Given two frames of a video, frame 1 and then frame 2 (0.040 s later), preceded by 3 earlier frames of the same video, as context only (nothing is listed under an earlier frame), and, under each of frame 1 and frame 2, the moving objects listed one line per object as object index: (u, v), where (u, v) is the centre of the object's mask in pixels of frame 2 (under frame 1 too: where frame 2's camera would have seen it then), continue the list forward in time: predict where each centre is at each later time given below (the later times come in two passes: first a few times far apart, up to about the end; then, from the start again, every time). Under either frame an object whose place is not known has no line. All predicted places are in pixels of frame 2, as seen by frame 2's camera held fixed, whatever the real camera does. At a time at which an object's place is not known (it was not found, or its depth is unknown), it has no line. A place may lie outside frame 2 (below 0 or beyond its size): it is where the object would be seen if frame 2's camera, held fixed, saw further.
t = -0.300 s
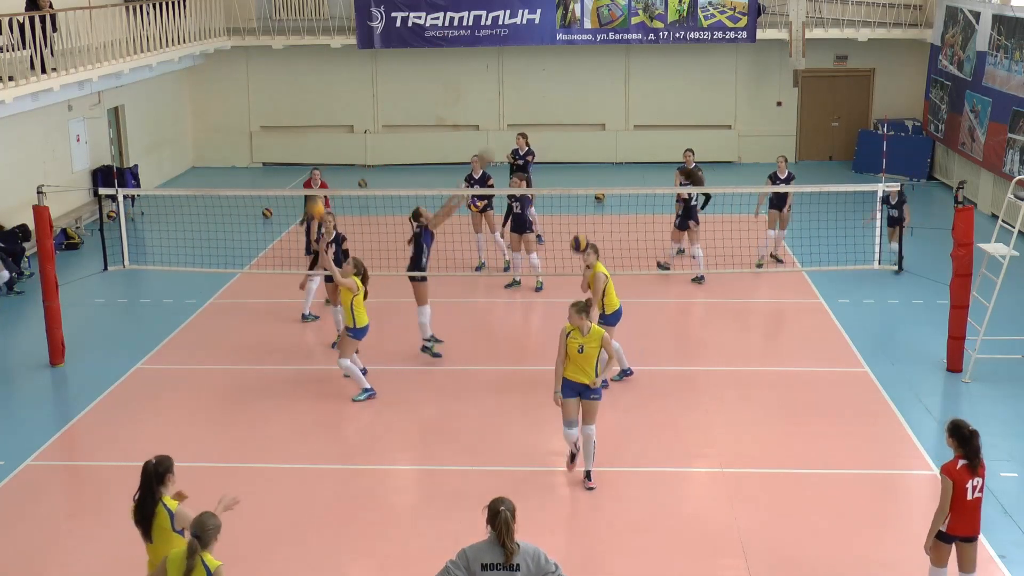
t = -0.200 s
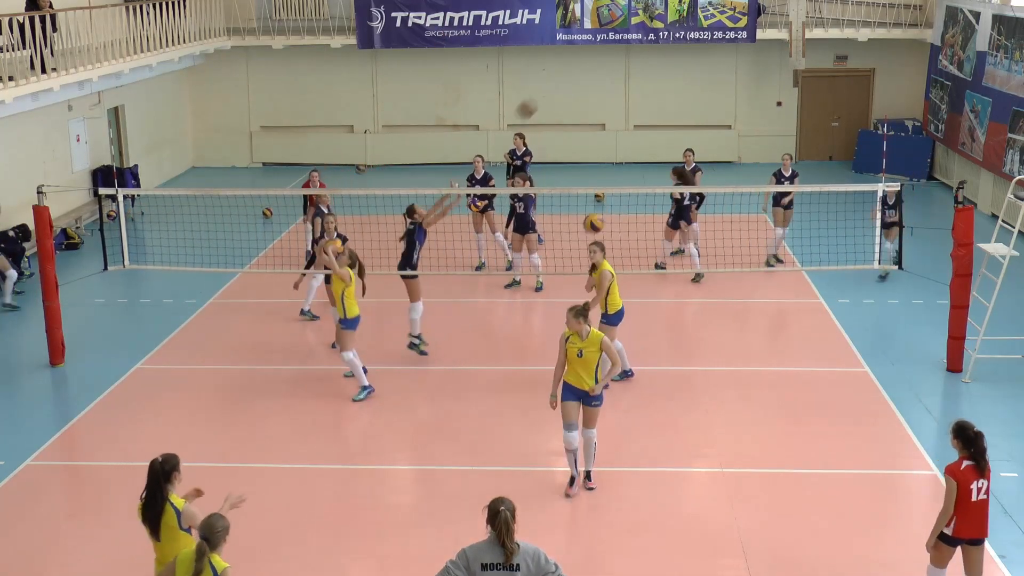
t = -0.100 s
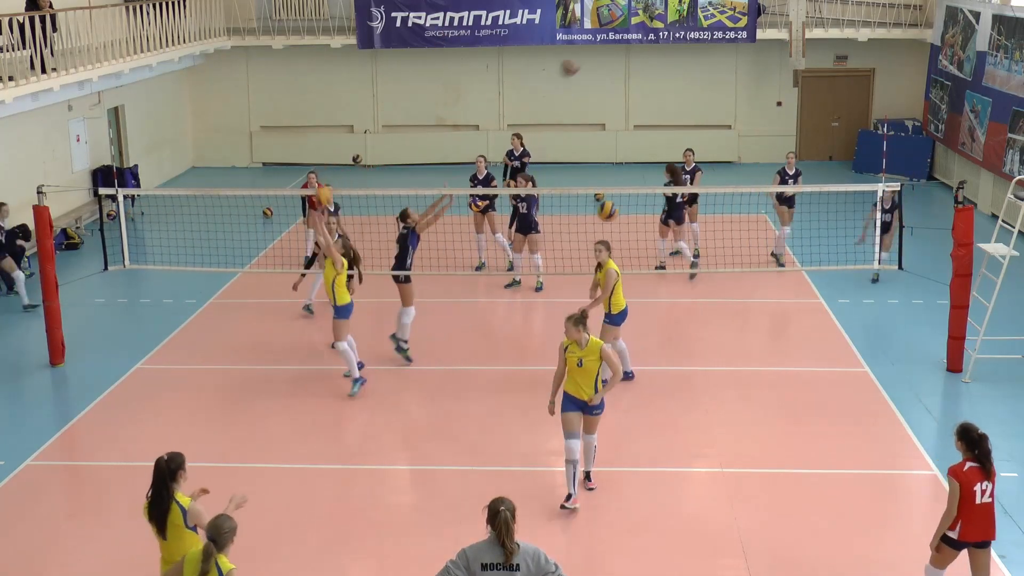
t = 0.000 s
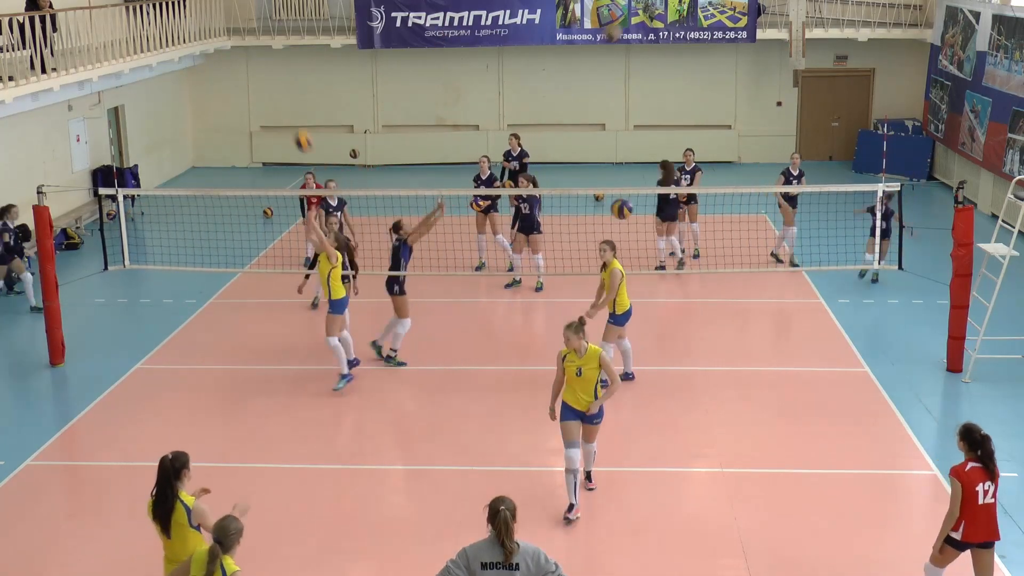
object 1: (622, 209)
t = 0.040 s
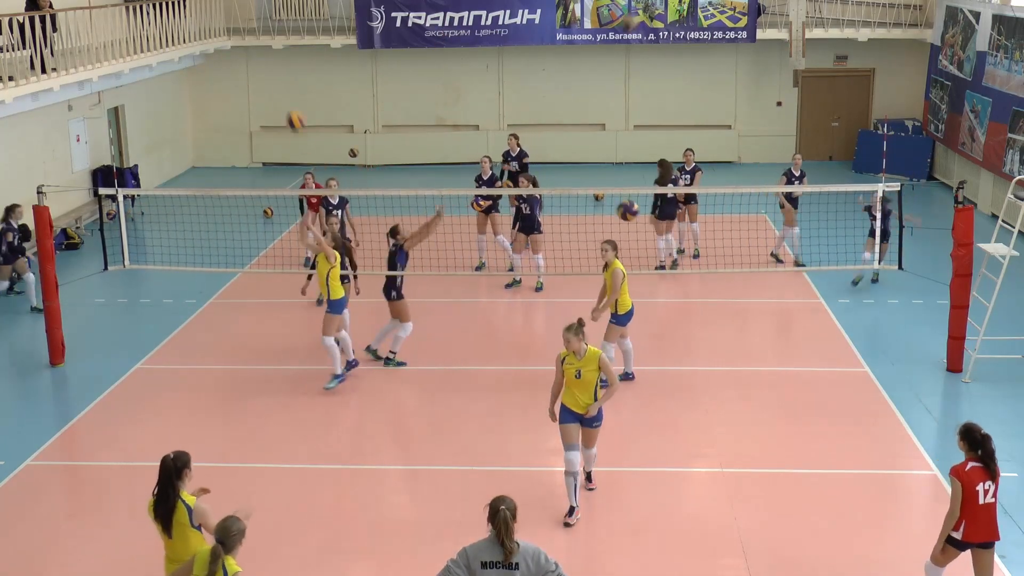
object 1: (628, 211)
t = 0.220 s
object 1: (654, 237)
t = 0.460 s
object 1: (689, 332)
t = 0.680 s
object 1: (722, 476)
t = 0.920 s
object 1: (743, 457)
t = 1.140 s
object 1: (758, 423)
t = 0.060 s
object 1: (630, 212)
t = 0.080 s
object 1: (633, 214)
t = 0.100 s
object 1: (636, 216)
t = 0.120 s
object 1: (639, 219)
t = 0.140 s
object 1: (642, 221)
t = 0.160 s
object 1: (645, 225)
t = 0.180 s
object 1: (648, 229)
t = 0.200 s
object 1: (651, 233)
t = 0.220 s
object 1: (654, 237)
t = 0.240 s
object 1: (657, 243)
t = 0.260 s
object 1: (660, 249)
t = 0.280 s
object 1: (663, 255)
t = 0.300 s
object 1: (665, 262)
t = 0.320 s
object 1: (668, 268)
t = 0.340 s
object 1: (671, 277)
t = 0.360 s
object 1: (675, 286)
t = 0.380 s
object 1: (678, 294)
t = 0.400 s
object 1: (680, 302)
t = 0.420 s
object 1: (683, 312)
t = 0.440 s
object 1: (686, 322)
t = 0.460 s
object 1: (689, 332)
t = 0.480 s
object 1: (693, 343)
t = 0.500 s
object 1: (695, 355)
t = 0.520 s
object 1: (698, 366)
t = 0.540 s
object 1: (701, 378)
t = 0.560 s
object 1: (704, 391)
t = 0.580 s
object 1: (707, 405)
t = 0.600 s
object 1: (710, 417)
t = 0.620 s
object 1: (713, 431)
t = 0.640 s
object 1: (716, 445)
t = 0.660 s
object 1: (718, 458)
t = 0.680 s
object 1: (722, 476)
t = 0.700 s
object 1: (724, 489)
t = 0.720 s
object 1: (726, 504)
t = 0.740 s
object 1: (729, 518)
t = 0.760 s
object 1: (731, 511)
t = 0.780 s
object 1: (732, 503)
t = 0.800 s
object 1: (734, 496)
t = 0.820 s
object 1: (736, 488)
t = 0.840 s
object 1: (738, 481)
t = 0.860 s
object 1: (739, 474)
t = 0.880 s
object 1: (740, 468)
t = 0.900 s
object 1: (742, 462)
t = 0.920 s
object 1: (743, 457)
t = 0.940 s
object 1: (745, 452)
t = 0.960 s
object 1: (746, 447)
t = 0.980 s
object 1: (747, 443)
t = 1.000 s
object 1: (749, 439)
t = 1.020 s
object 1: (750, 435)
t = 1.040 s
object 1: (752, 432)
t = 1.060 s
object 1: (753, 429)
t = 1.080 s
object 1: (755, 427)
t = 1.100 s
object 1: (756, 425)
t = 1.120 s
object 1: (757, 424)
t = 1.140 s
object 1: (758, 423)
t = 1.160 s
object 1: (760, 423)
